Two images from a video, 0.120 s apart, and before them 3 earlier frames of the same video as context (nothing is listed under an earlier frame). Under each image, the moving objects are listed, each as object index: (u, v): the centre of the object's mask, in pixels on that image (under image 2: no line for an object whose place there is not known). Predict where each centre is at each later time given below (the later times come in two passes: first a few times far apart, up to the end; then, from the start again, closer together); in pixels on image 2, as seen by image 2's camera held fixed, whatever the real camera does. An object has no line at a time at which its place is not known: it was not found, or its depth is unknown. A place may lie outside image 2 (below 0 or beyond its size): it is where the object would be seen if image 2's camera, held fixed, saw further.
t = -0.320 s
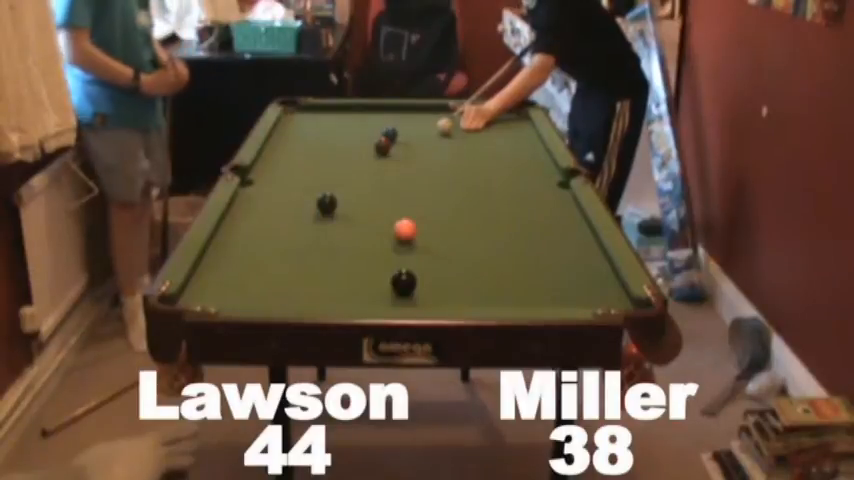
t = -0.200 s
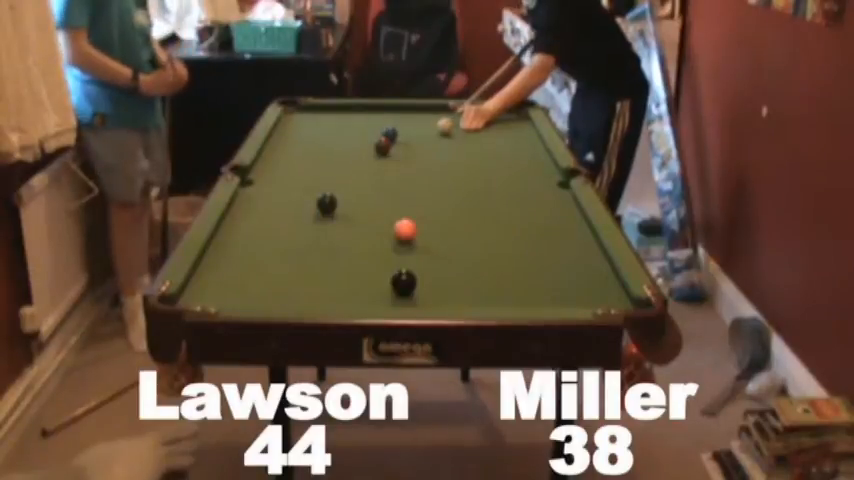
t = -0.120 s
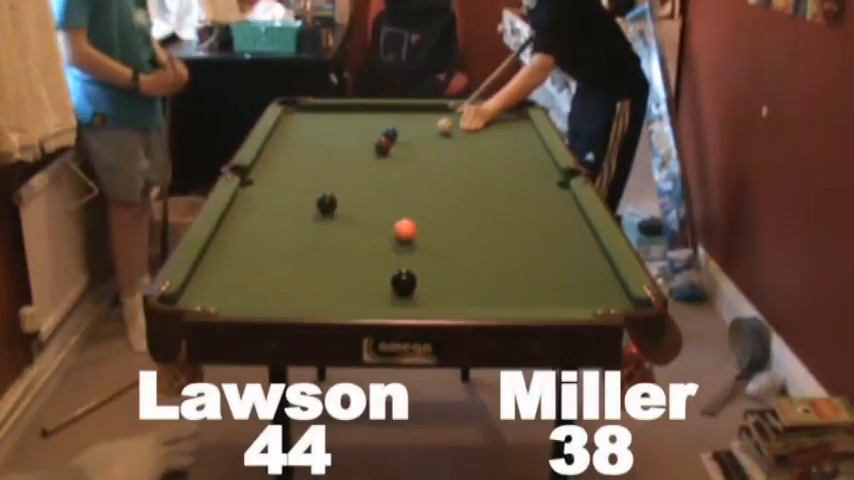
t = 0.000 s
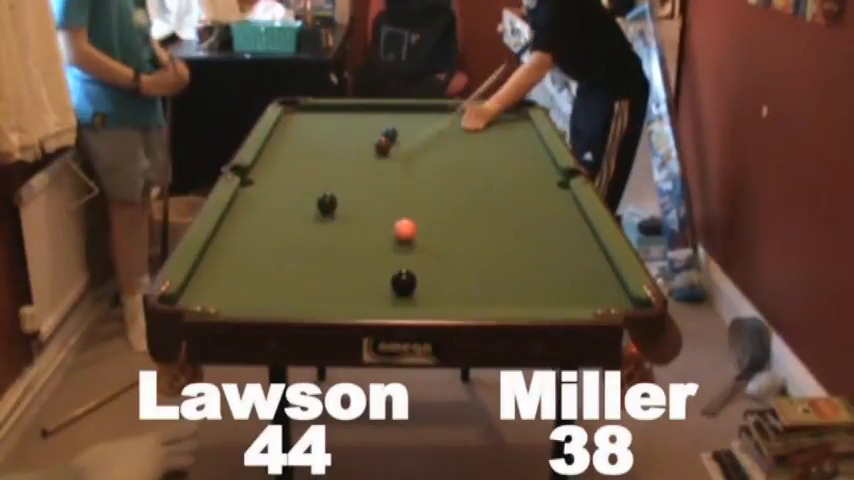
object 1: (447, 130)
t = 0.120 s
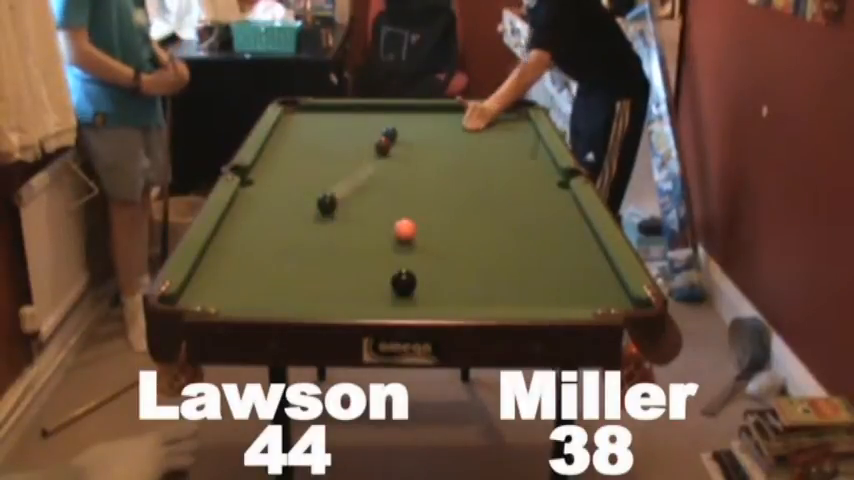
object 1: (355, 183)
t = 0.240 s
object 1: (328, 199)
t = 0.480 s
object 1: (295, 212)
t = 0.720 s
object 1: (264, 224)
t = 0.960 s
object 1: (236, 235)
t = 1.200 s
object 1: (216, 245)
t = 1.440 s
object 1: (218, 254)
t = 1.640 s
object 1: (217, 259)
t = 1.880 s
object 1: (216, 263)
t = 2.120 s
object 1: (215, 265)
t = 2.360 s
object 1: (215, 265)
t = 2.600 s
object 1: (215, 265)
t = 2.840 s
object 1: (215, 265)
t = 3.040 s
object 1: (215, 266)
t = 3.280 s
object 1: (215, 266)
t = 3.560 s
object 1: (215, 266)
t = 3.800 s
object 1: (215, 266)
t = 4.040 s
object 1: (215, 266)
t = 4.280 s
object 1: (215, 266)
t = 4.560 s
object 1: (215, 265)
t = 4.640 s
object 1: (215, 265)
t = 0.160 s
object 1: (334, 192)
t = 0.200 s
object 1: (331, 197)
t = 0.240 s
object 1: (328, 199)
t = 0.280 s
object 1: (323, 200)
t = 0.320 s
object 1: (318, 202)
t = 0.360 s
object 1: (312, 205)
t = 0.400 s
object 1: (307, 207)
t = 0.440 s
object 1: (301, 209)
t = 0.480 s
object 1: (295, 212)
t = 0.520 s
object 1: (290, 214)
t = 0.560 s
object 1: (285, 216)
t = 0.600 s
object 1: (279, 218)
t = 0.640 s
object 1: (274, 220)
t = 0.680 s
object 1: (269, 222)
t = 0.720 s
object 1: (264, 224)
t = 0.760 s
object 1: (259, 226)
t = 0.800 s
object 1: (255, 227)
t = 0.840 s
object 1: (250, 230)
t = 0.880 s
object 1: (245, 231)
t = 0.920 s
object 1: (241, 233)
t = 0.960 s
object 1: (236, 235)
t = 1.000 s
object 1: (232, 237)
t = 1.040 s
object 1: (228, 239)
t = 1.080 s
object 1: (225, 240)
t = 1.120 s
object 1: (221, 242)
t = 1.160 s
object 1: (217, 244)
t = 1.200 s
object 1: (216, 245)
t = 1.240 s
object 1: (216, 247)
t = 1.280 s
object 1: (216, 248)
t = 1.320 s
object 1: (217, 250)
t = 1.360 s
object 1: (217, 251)
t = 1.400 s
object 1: (217, 252)
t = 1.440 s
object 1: (218, 254)
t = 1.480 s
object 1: (218, 255)
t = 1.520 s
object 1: (218, 256)
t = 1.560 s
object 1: (217, 257)
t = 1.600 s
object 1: (217, 258)
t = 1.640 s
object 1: (217, 259)
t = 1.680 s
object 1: (217, 260)
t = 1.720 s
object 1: (217, 261)
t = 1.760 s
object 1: (216, 262)
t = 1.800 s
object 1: (216, 262)
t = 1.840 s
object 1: (216, 263)
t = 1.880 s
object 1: (216, 263)
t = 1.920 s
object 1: (216, 264)
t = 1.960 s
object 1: (215, 264)
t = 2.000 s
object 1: (215, 265)
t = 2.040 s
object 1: (215, 265)
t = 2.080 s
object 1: (215, 265)
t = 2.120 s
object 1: (215, 265)
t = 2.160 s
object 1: (215, 265)
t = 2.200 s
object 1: (215, 265)
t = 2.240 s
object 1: (215, 265)
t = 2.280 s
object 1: (215, 265)
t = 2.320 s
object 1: (215, 265)
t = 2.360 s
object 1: (215, 265)
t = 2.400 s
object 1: (215, 265)
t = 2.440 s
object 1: (215, 265)
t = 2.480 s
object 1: (215, 265)
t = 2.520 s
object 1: (215, 265)
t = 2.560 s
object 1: (215, 265)
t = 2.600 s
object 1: (215, 265)
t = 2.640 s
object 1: (215, 265)
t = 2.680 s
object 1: (215, 265)
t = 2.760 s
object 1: (215, 265)
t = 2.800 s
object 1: (215, 265)
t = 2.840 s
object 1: (215, 265)
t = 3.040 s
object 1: (215, 266)
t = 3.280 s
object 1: (215, 266)
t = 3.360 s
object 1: (215, 266)
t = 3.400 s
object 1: (215, 266)
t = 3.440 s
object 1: (215, 266)
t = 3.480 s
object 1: (215, 266)
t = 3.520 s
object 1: (215, 266)
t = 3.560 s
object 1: (215, 266)
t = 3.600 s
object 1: (215, 266)
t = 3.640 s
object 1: (215, 266)
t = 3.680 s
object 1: (215, 266)
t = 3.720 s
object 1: (215, 266)
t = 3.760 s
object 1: (215, 266)
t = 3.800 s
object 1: (215, 266)
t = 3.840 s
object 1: (215, 266)
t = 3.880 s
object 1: (215, 266)
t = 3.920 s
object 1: (215, 266)
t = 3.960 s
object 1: (215, 266)
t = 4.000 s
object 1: (215, 266)
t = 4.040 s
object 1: (215, 266)
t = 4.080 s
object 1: (215, 266)
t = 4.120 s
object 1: (215, 266)
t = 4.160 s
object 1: (215, 266)
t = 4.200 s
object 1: (215, 266)
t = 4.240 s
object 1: (215, 266)
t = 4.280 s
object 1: (215, 266)
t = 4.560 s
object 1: (215, 265)
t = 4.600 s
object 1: (215, 266)
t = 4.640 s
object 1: (215, 265)
